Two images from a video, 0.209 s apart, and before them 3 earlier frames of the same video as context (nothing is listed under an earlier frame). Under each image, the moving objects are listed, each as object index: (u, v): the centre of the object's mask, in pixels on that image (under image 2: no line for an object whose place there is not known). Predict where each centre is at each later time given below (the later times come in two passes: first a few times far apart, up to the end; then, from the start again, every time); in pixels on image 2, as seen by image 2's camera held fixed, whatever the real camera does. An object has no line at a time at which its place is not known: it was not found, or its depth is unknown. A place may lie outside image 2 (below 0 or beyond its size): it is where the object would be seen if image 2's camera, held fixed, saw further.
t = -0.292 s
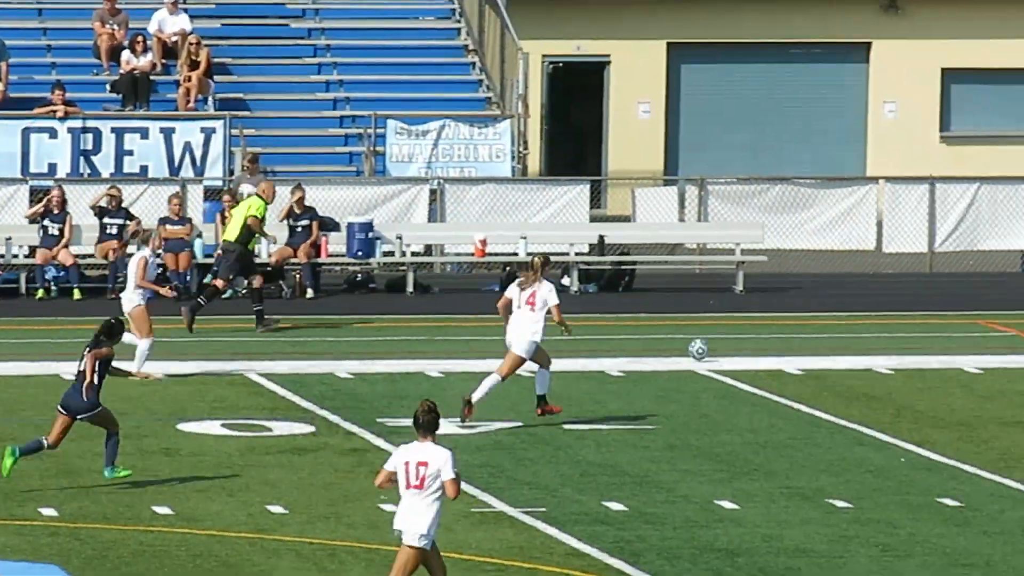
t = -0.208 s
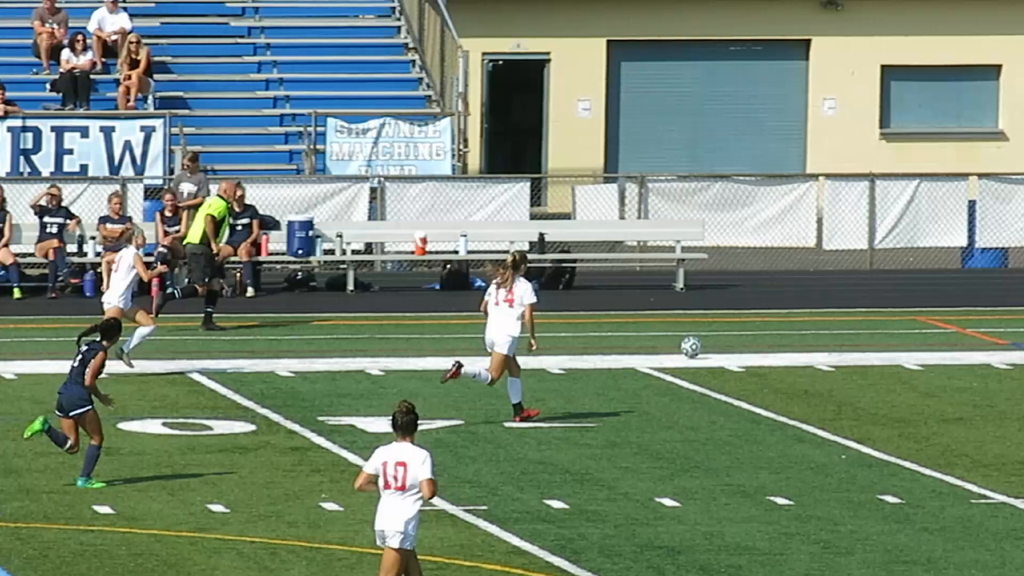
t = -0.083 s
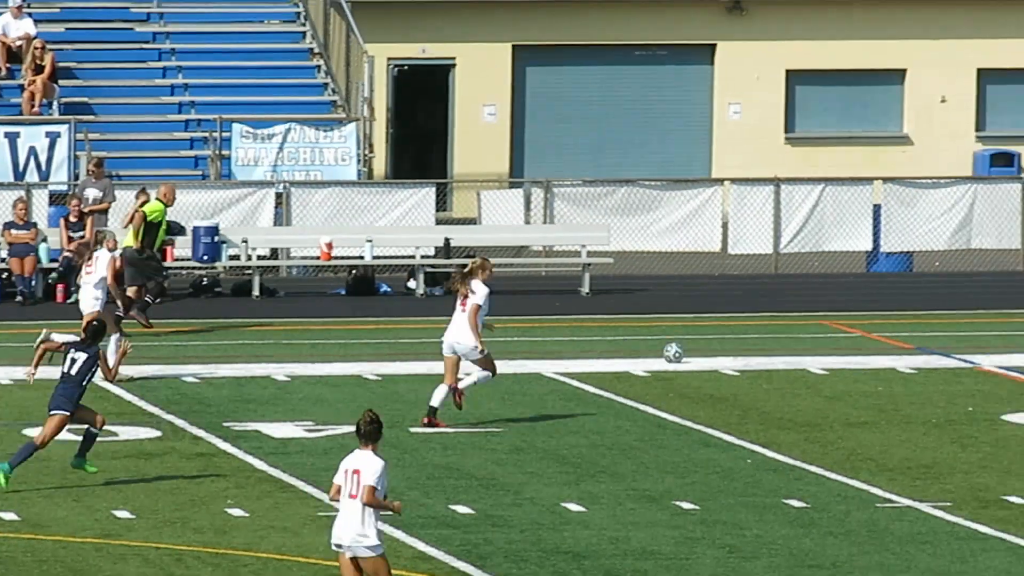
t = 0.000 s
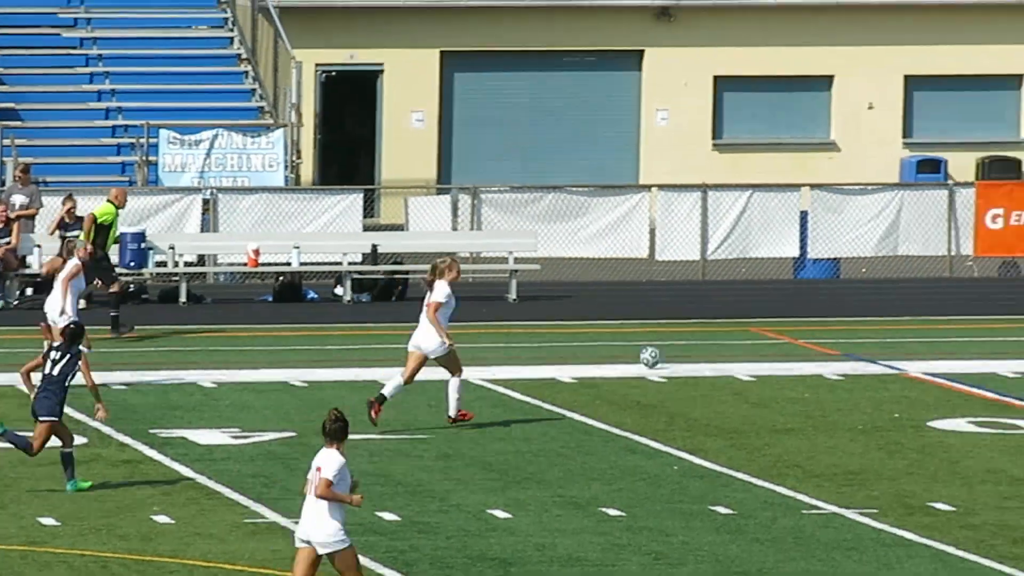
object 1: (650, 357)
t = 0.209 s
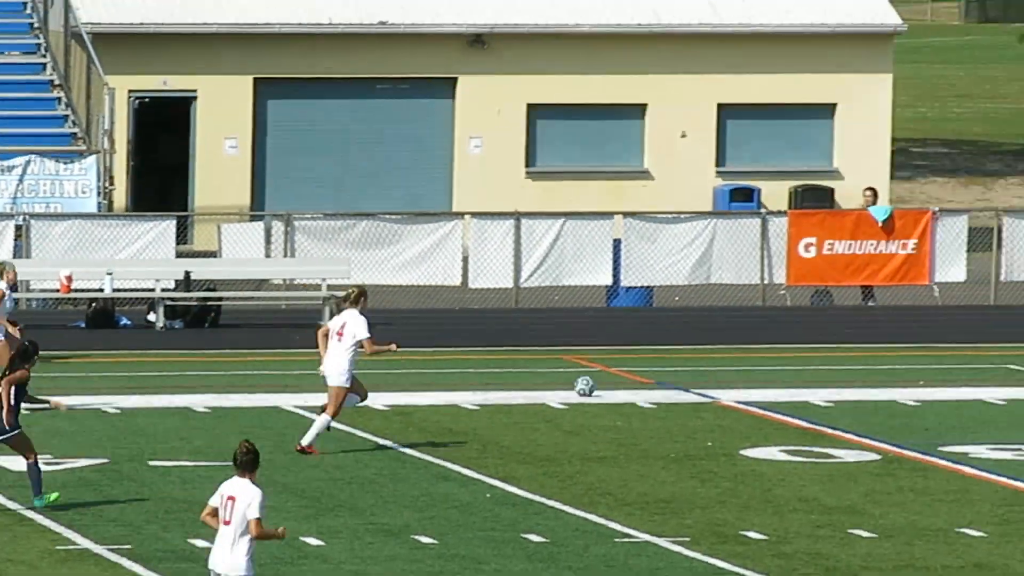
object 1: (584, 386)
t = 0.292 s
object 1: (631, 387)
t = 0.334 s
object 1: (655, 386)
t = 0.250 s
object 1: (608, 386)
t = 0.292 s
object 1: (631, 387)
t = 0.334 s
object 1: (655, 386)
